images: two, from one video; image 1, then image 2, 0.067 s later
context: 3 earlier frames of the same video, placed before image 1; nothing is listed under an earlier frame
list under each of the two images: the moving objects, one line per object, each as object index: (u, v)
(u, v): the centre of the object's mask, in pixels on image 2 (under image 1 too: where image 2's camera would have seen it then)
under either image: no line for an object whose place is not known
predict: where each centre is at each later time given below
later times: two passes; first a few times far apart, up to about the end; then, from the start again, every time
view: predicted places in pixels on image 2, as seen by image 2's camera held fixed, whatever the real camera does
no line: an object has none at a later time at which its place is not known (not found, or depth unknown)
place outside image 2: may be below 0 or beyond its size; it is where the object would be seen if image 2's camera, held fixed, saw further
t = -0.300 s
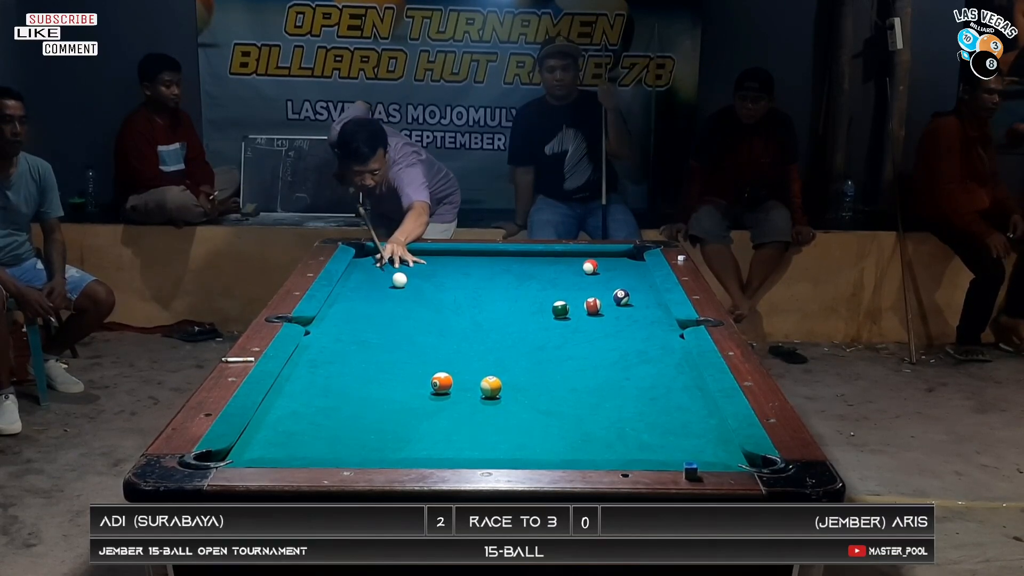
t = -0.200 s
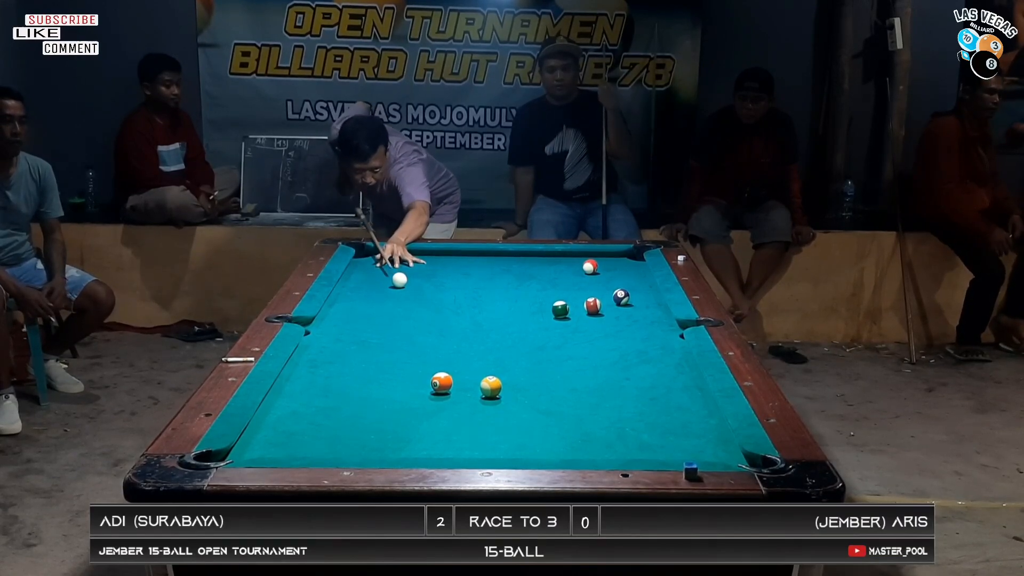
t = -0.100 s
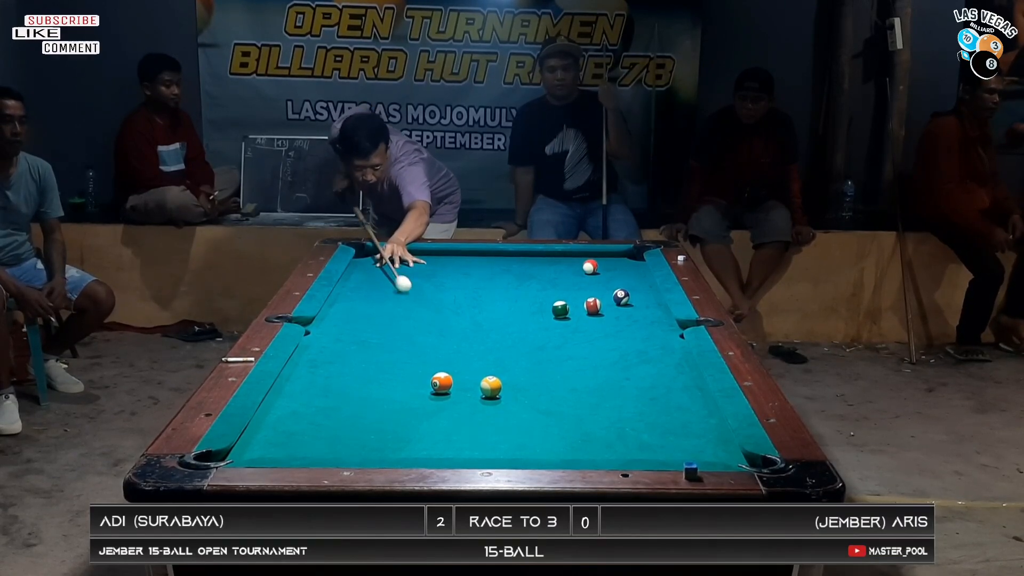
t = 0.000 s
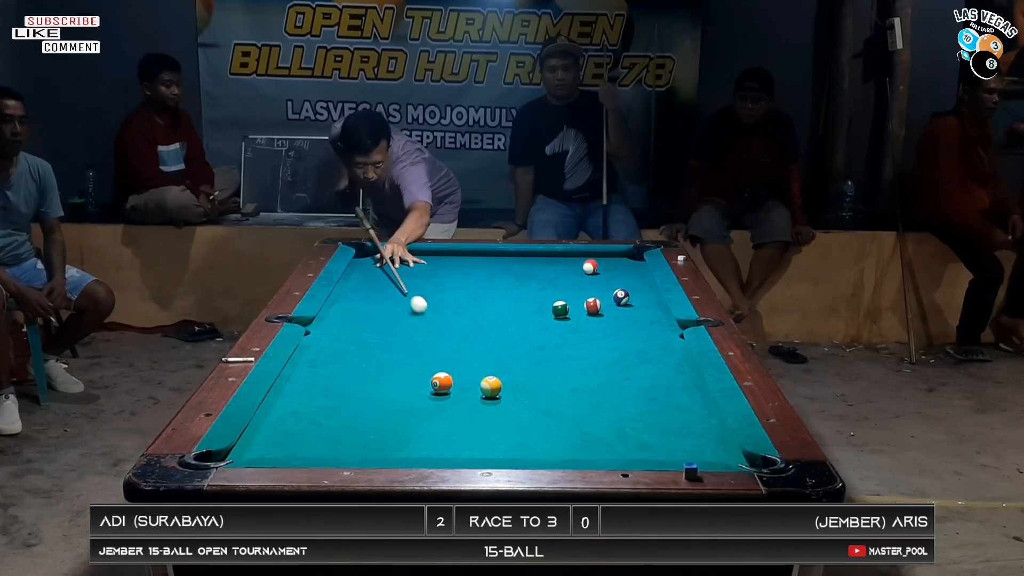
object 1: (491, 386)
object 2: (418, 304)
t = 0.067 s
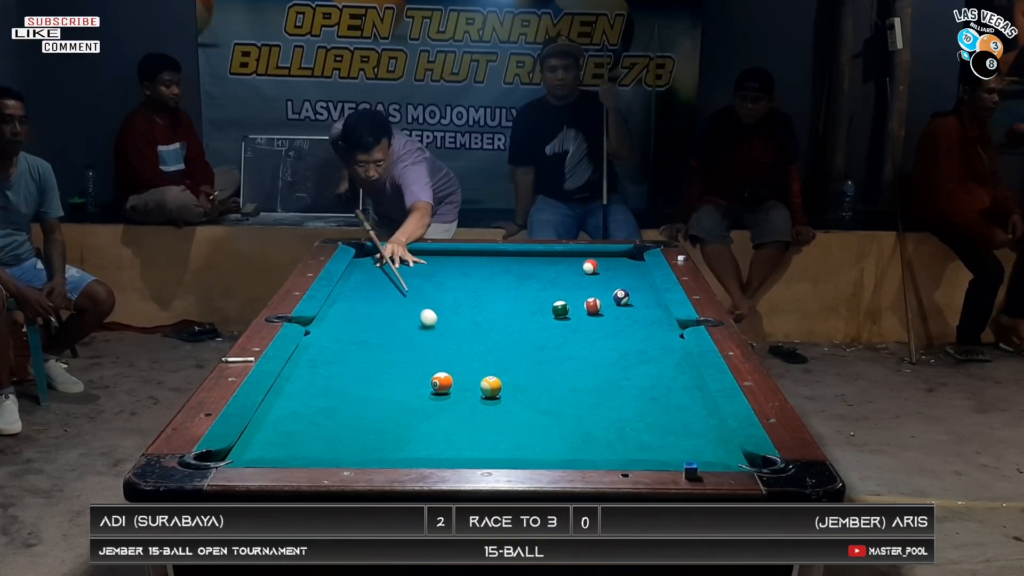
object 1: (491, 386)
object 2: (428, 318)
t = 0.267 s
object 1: (491, 387)
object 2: (461, 362)
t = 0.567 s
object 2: (411, 419)
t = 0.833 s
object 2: (345, 447)
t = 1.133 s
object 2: (310, 410)
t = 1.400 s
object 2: (285, 382)
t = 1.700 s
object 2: (320, 363)
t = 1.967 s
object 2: (348, 349)
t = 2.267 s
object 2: (373, 335)
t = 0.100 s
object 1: (491, 386)
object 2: (433, 324)
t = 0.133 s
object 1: (491, 386)
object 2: (438, 331)
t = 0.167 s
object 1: (491, 386)
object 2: (444, 338)
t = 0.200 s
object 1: (491, 386)
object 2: (449, 346)
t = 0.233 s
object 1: (491, 386)
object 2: (455, 354)
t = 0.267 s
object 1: (491, 387)
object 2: (461, 362)
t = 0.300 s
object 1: (491, 387)
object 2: (467, 371)
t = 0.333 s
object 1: (491, 387)
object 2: (473, 380)
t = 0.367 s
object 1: (505, 390)
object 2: (465, 386)
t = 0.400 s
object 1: (521, 395)
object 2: (455, 390)
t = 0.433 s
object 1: (535, 399)
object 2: (445, 395)
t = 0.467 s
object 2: (437, 401)
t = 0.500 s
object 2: (429, 406)
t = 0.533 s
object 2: (420, 412)
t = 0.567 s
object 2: (411, 419)
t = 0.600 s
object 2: (403, 425)
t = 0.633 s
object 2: (394, 432)
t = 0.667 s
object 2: (384, 438)
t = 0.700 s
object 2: (375, 444)
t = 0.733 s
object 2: (365, 448)
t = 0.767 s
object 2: (355, 452)
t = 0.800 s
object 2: (350, 449)
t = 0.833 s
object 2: (345, 447)
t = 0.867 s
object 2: (341, 444)
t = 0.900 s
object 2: (337, 440)
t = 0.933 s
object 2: (333, 435)
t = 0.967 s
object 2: (329, 430)
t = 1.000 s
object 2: (325, 426)
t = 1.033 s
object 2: (321, 422)
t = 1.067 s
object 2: (318, 418)
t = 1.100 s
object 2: (314, 414)
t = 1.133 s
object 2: (310, 410)
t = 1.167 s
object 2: (307, 406)
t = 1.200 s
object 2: (304, 403)
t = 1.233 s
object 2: (301, 399)
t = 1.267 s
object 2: (297, 395)
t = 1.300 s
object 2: (294, 392)
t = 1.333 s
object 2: (291, 389)
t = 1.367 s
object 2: (288, 386)
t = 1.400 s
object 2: (285, 382)
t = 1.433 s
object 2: (288, 380)
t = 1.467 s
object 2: (292, 377)
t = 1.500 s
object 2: (297, 375)
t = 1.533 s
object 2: (301, 373)
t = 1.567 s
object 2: (305, 371)
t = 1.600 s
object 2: (309, 369)
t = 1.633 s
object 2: (313, 367)
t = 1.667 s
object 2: (317, 365)
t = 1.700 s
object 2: (320, 363)
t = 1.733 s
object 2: (324, 361)
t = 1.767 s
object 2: (328, 359)
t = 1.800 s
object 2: (331, 357)
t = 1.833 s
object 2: (335, 355)
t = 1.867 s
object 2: (338, 354)
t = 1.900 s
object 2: (341, 352)
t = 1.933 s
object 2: (345, 350)
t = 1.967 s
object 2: (348, 349)
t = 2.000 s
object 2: (351, 347)
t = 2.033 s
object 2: (354, 345)
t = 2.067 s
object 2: (357, 344)
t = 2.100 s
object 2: (360, 342)
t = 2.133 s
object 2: (363, 341)
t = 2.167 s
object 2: (366, 339)
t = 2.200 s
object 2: (368, 338)
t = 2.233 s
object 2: (371, 336)
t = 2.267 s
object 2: (373, 335)
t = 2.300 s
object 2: (376, 333)
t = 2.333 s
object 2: (379, 332)
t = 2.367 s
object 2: (381, 331)
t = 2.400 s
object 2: (383, 329)
